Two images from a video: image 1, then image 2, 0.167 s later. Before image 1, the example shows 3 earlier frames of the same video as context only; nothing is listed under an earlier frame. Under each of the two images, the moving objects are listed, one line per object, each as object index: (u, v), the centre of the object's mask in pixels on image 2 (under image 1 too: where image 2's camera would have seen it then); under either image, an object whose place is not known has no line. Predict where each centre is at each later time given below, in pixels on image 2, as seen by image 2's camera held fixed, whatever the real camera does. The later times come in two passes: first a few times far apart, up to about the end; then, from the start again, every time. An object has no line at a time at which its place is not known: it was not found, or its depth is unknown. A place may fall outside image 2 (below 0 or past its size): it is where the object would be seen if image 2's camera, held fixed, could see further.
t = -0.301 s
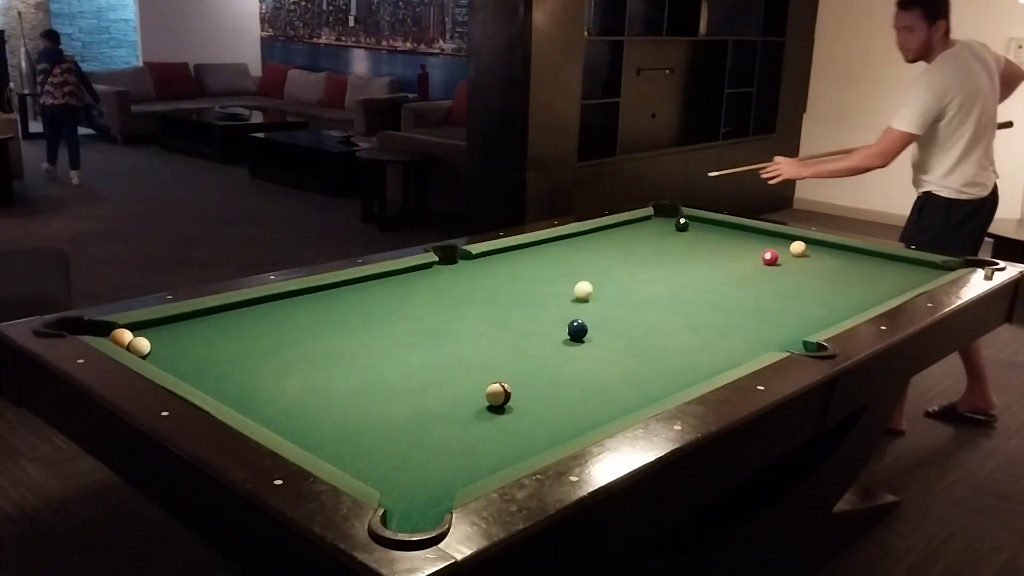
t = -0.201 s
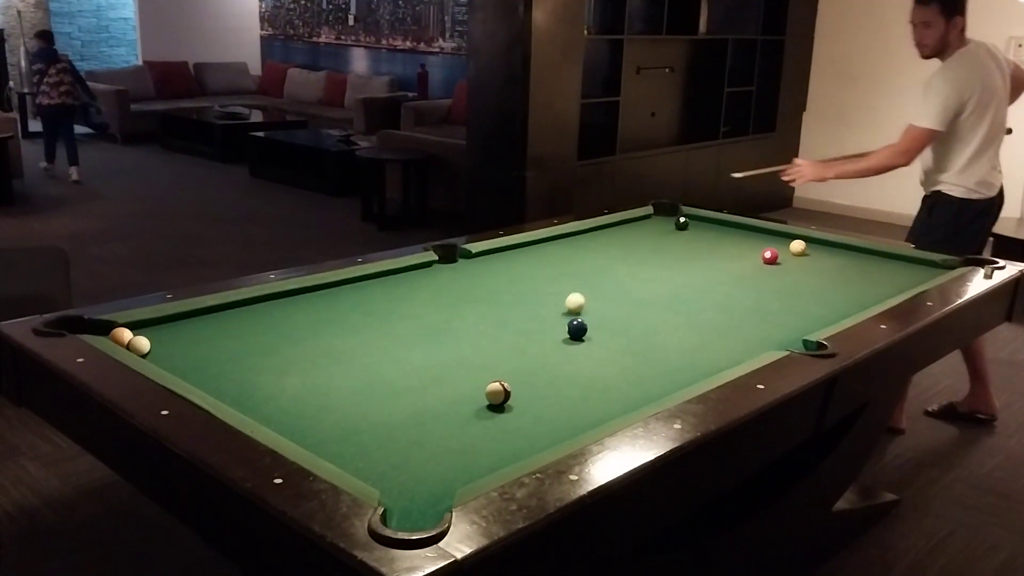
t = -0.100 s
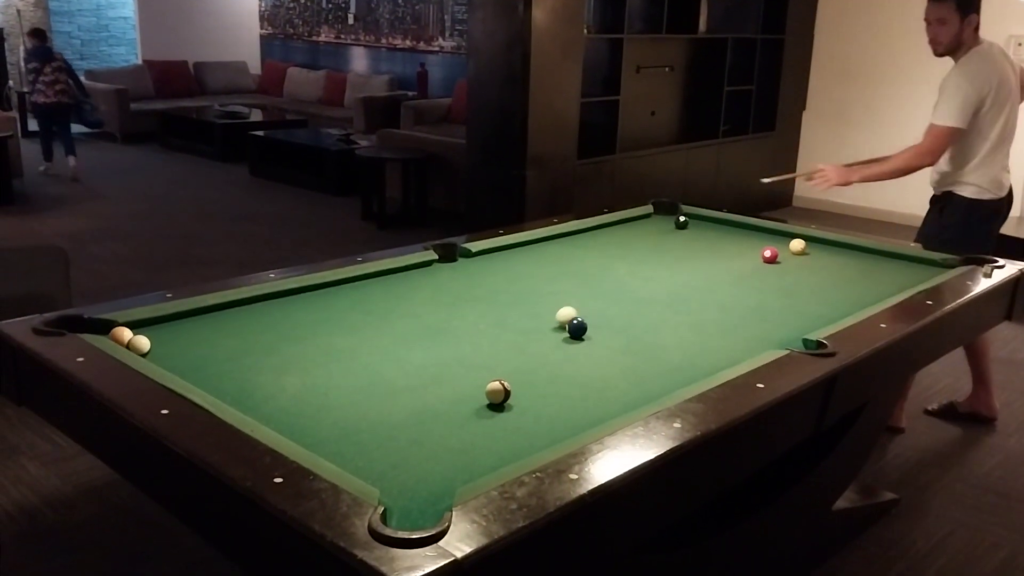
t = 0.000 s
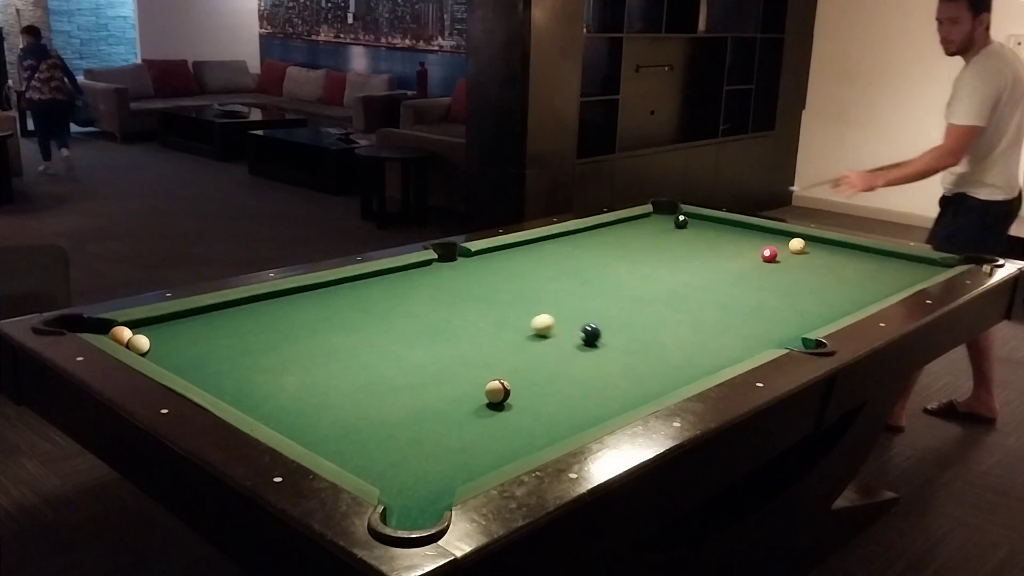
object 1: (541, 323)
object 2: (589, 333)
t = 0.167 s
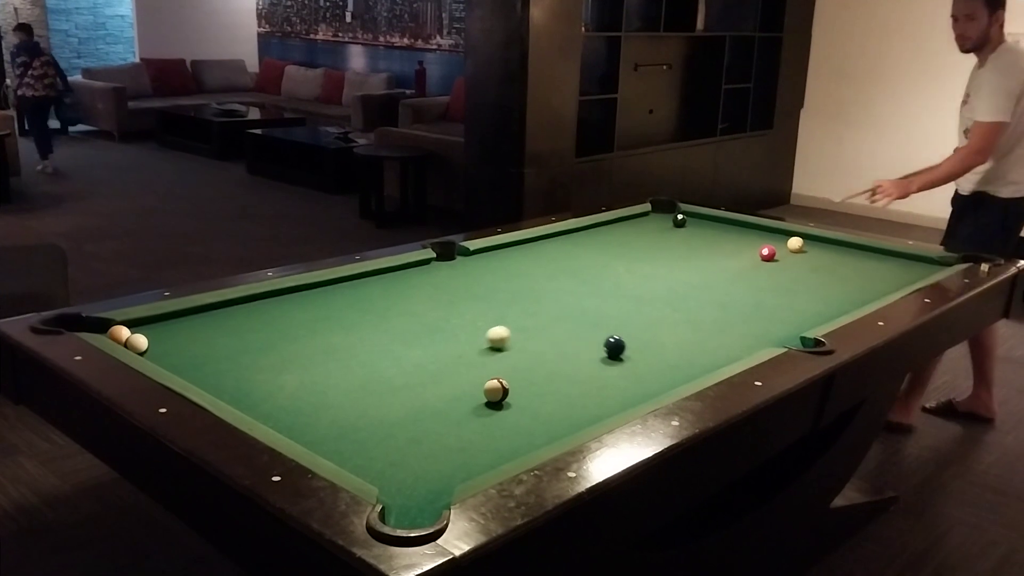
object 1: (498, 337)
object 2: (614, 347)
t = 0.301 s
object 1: (462, 349)
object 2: (636, 358)
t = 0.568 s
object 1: (382, 375)
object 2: (680, 378)
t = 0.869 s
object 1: (276, 410)
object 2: (642, 374)
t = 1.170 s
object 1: (315, 398)
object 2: (611, 367)
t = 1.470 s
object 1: (368, 383)
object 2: (587, 359)
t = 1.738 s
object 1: (408, 372)
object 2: (570, 355)
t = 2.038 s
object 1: (447, 362)
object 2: (557, 352)
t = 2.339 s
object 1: (481, 354)
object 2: (549, 350)
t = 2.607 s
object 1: (506, 348)
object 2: (546, 349)
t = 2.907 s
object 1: (528, 342)
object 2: (548, 349)
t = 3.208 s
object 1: (540, 336)
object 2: (552, 351)
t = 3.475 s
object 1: (552, 332)
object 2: (554, 352)
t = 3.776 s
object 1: (563, 331)
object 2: (554, 351)
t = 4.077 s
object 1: (571, 330)
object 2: (555, 351)
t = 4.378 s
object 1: (576, 328)
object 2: (554, 351)
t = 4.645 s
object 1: (579, 327)
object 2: (555, 351)
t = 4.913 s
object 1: (579, 327)
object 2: (555, 350)
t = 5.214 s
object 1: (579, 327)
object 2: (555, 350)
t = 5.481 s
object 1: (579, 327)
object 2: (555, 350)
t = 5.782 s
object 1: (579, 327)
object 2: (555, 351)
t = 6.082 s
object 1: (579, 327)
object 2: (554, 351)
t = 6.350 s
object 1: (579, 327)
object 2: (555, 351)
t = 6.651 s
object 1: (578, 327)
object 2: (555, 351)
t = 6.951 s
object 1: (578, 327)
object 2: (554, 351)
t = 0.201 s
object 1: (489, 340)
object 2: (619, 350)
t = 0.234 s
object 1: (480, 343)
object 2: (625, 353)
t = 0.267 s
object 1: (471, 346)
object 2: (630, 356)
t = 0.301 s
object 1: (462, 349)
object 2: (636, 358)
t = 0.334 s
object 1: (452, 352)
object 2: (641, 361)
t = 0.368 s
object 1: (443, 355)
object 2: (647, 364)
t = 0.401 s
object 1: (433, 358)
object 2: (652, 367)
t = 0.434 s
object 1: (423, 362)
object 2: (658, 370)
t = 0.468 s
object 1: (413, 365)
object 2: (664, 372)
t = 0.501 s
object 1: (402, 368)
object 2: (669, 376)
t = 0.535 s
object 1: (392, 372)
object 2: (675, 377)
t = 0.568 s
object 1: (382, 375)
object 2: (680, 378)
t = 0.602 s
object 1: (370, 379)
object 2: (677, 378)
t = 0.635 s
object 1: (359, 383)
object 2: (672, 379)
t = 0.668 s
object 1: (348, 386)
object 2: (668, 379)
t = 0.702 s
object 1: (336, 390)
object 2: (664, 378)
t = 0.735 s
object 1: (325, 394)
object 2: (659, 377)
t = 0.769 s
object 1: (313, 398)
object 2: (655, 376)
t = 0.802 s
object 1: (301, 402)
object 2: (650, 375)
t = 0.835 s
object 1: (289, 406)
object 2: (646, 375)
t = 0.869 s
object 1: (276, 410)
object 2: (642, 374)
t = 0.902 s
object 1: (265, 412)
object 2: (638, 373)
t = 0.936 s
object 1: (266, 413)
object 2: (634, 372)
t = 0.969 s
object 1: (274, 411)
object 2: (630, 371)
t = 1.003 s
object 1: (281, 409)
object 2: (627, 370)
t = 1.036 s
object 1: (288, 407)
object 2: (623, 369)
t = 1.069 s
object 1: (295, 404)
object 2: (620, 369)
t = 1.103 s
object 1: (302, 403)
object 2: (617, 368)
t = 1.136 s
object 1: (308, 400)
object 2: (614, 367)
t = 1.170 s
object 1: (315, 398)
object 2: (611, 367)
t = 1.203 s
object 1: (321, 397)
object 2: (608, 365)
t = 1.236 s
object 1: (327, 395)
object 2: (605, 365)
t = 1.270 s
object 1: (333, 393)
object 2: (602, 364)
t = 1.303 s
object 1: (340, 391)
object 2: (599, 363)
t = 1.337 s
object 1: (345, 390)
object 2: (597, 363)
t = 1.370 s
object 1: (351, 388)
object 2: (594, 361)
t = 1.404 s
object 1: (357, 386)
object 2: (592, 361)
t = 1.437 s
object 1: (362, 384)
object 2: (589, 360)
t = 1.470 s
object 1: (368, 383)
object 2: (587, 359)
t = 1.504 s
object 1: (373, 382)
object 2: (585, 359)
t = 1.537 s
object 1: (378, 380)
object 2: (582, 358)
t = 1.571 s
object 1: (383, 379)
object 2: (580, 358)
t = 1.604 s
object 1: (389, 377)
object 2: (578, 358)
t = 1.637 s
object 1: (394, 376)
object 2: (576, 357)
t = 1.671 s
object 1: (398, 375)
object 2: (574, 357)
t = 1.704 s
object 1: (403, 373)
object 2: (572, 356)
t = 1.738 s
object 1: (408, 372)
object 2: (570, 355)
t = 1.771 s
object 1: (412, 371)
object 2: (569, 355)
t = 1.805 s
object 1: (417, 370)
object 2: (567, 355)
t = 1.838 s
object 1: (422, 368)
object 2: (565, 354)
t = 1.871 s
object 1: (426, 367)
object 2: (564, 354)
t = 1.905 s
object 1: (431, 366)
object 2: (562, 353)
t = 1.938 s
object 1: (435, 365)
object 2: (561, 353)
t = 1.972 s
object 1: (439, 364)
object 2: (559, 353)
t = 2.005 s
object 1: (443, 363)
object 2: (558, 352)
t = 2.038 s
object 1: (447, 362)
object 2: (557, 352)
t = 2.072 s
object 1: (451, 361)
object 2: (556, 352)
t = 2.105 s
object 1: (455, 360)
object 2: (555, 351)
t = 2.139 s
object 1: (459, 359)
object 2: (554, 351)
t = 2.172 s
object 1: (463, 358)
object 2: (553, 351)
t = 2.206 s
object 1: (467, 357)
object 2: (552, 351)
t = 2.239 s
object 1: (470, 356)
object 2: (551, 351)
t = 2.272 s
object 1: (474, 355)
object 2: (550, 350)
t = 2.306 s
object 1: (477, 354)
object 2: (549, 350)
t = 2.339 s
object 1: (481, 354)
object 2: (549, 350)
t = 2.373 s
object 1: (484, 353)
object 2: (548, 349)
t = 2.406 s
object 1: (487, 352)
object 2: (548, 349)
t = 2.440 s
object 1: (491, 351)
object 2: (547, 349)
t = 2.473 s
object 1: (494, 351)
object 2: (547, 349)
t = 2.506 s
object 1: (497, 350)
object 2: (546, 349)
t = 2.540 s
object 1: (500, 349)
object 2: (546, 349)
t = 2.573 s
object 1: (503, 348)
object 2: (546, 349)
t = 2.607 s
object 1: (506, 348)
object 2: (546, 349)
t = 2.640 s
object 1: (508, 347)
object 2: (546, 349)
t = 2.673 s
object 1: (511, 346)
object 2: (546, 349)
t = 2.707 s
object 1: (514, 346)
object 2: (546, 349)
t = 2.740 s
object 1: (517, 345)
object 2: (546, 349)
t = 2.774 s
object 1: (519, 345)
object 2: (546, 349)
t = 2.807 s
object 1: (522, 344)
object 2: (546, 349)
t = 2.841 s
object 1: (524, 344)
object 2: (546, 349)
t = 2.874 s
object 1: (526, 343)
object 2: (547, 349)
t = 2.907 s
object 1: (528, 342)
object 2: (548, 349)
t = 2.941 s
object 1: (529, 342)
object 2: (548, 350)
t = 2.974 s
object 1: (531, 341)
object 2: (549, 349)
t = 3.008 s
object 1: (532, 340)
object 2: (550, 350)
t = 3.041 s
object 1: (534, 340)
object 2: (550, 350)
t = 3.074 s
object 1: (535, 339)
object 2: (551, 350)
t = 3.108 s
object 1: (536, 338)
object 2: (551, 350)
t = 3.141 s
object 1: (538, 338)
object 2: (552, 350)
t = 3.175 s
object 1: (539, 337)
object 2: (552, 350)
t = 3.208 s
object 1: (540, 336)
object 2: (552, 351)
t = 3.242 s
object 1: (542, 336)
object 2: (553, 351)
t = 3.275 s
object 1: (544, 335)
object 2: (553, 351)
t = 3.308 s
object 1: (545, 334)
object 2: (553, 351)
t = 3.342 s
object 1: (546, 334)
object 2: (553, 351)
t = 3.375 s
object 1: (548, 333)
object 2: (553, 351)
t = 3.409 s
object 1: (549, 333)
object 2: (554, 351)
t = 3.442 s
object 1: (551, 332)
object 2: (554, 351)
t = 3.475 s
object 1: (552, 332)
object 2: (554, 352)
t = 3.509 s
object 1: (554, 332)
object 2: (554, 352)
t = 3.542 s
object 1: (555, 332)
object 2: (554, 352)
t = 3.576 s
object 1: (556, 332)
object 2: (554, 352)
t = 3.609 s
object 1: (557, 331)
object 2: (554, 352)
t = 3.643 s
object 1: (559, 331)
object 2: (554, 351)
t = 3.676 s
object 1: (560, 331)
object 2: (554, 351)
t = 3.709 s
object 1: (561, 331)
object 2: (554, 351)
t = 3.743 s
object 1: (562, 331)
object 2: (554, 351)
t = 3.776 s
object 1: (563, 331)
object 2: (554, 351)
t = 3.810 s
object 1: (564, 331)
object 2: (554, 351)
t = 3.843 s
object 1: (565, 330)
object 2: (554, 351)
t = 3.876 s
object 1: (566, 330)
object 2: (554, 351)
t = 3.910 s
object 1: (567, 330)
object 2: (554, 351)
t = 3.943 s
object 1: (568, 330)
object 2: (554, 351)
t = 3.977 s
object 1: (568, 330)
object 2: (554, 351)
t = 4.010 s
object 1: (569, 330)
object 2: (554, 351)
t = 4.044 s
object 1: (570, 330)
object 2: (554, 351)
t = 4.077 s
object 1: (571, 330)
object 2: (555, 351)
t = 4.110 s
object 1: (571, 329)
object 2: (555, 351)
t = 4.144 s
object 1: (572, 329)
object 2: (554, 351)
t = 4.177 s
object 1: (572, 329)
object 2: (554, 351)
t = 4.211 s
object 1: (573, 329)
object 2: (554, 351)
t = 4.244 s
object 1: (574, 329)
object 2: (554, 351)
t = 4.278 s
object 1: (574, 329)
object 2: (554, 351)
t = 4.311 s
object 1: (575, 328)
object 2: (554, 351)
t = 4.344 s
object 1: (576, 328)
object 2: (554, 351)
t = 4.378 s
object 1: (576, 328)
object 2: (554, 351)
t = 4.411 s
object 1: (577, 328)
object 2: (554, 351)
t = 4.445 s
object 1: (577, 328)
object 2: (554, 351)
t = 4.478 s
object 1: (578, 328)
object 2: (554, 351)
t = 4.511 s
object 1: (578, 328)
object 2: (554, 350)
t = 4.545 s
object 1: (578, 327)
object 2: (555, 350)
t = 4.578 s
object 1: (579, 327)
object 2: (555, 350)
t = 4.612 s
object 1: (579, 327)
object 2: (555, 350)
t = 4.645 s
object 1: (579, 327)
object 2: (555, 351)
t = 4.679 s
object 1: (579, 327)
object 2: (555, 350)
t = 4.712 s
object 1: (579, 327)
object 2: (555, 351)
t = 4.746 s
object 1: (579, 327)
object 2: (555, 350)
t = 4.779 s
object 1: (579, 327)
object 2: (555, 351)
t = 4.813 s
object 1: (579, 327)
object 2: (555, 350)
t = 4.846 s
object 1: (579, 327)
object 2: (555, 350)
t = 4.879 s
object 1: (579, 327)
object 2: (555, 351)
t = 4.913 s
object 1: (579, 327)
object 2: (555, 350)
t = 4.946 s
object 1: (579, 327)
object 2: (555, 350)
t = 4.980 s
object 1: (579, 327)
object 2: (555, 350)
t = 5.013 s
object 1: (579, 327)
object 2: (555, 350)
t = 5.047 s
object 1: (579, 327)
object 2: (555, 350)
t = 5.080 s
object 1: (579, 327)
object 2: (555, 351)
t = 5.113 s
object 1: (579, 327)
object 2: (555, 351)
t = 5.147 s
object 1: (579, 327)
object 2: (555, 351)
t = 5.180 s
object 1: (579, 327)
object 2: (555, 350)
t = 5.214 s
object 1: (579, 327)
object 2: (555, 350)
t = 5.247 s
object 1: (579, 327)
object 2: (555, 350)
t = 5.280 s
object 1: (579, 327)
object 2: (555, 351)
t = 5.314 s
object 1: (579, 327)
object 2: (555, 351)
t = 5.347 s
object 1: (579, 327)
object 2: (555, 351)
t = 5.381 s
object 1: (579, 327)
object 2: (555, 351)
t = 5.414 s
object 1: (579, 327)
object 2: (555, 350)
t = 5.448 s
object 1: (579, 327)
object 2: (555, 351)
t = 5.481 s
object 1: (579, 327)
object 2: (555, 350)
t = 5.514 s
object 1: (579, 327)
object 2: (555, 351)
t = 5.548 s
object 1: (579, 327)
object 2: (555, 351)
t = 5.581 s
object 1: (579, 327)
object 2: (555, 351)
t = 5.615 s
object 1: (579, 327)
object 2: (555, 350)
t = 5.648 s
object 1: (579, 327)
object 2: (555, 351)
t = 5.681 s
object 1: (579, 327)
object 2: (555, 350)
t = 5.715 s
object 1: (579, 327)
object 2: (554, 351)
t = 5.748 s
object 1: (579, 327)
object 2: (555, 350)
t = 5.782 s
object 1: (579, 327)
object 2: (555, 351)
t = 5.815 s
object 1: (579, 327)
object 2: (555, 350)
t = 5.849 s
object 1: (579, 327)
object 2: (555, 351)
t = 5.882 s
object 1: (579, 327)
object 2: (555, 351)
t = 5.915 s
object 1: (578, 327)
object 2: (554, 351)
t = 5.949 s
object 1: (578, 327)
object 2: (554, 351)
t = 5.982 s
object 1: (579, 327)
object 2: (555, 351)
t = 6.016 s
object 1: (579, 327)
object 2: (554, 351)
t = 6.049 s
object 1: (579, 327)
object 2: (554, 351)
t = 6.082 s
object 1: (579, 327)
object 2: (554, 351)
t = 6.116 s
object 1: (579, 327)
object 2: (555, 351)
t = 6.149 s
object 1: (579, 327)
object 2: (554, 351)
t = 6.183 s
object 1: (579, 327)
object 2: (555, 351)
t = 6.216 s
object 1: (579, 327)
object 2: (555, 351)
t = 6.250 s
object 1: (579, 327)
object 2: (555, 351)
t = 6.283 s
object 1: (579, 327)
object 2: (555, 351)
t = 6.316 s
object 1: (579, 327)
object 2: (555, 351)
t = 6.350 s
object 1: (579, 327)
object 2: (555, 351)
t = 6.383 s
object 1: (579, 327)
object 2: (555, 351)
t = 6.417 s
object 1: (579, 327)
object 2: (555, 351)
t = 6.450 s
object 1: (579, 327)
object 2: (555, 351)
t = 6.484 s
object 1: (579, 327)
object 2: (555, 351)
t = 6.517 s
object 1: (578, 327)
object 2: (555, 351)
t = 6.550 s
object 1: (579, 327)
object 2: (555, 351)
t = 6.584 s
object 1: (578, 327)
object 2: (555, 351)
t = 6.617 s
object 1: (578, 327)
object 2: (555, 351)
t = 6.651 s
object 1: (578, 327)
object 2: (555, 351)
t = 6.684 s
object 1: (579, 327)
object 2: (555, 350)
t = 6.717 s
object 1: (578, 327)
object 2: (555, 350)
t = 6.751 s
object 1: (578, 327)
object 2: (555, 350)
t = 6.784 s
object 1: (578, 327)
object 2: (555, 351)
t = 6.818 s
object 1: (578, 327)
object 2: (555, 350)
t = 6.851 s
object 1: (579, 327)
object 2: (555, 351)
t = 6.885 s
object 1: (579, 327)
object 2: (555, 350)
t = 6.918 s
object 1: (578, 327)
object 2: (555, 350)
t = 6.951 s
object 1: (578, 327)
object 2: (554, 351)
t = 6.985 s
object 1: (578, 327)
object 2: (554, 350)
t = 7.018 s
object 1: (578, 327)
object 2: (554, 351)
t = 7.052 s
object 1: (578, 327)
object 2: (554, 351)
